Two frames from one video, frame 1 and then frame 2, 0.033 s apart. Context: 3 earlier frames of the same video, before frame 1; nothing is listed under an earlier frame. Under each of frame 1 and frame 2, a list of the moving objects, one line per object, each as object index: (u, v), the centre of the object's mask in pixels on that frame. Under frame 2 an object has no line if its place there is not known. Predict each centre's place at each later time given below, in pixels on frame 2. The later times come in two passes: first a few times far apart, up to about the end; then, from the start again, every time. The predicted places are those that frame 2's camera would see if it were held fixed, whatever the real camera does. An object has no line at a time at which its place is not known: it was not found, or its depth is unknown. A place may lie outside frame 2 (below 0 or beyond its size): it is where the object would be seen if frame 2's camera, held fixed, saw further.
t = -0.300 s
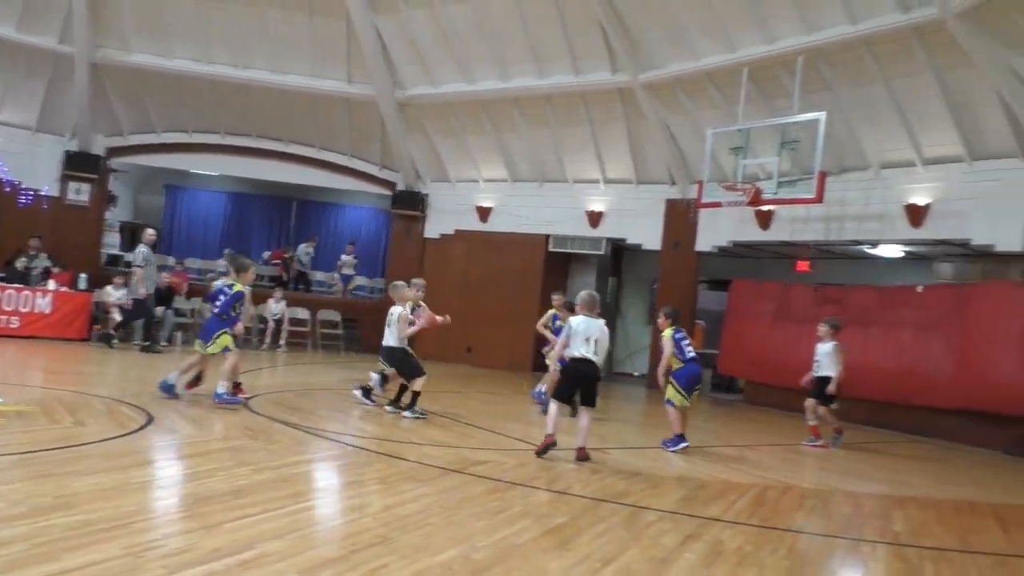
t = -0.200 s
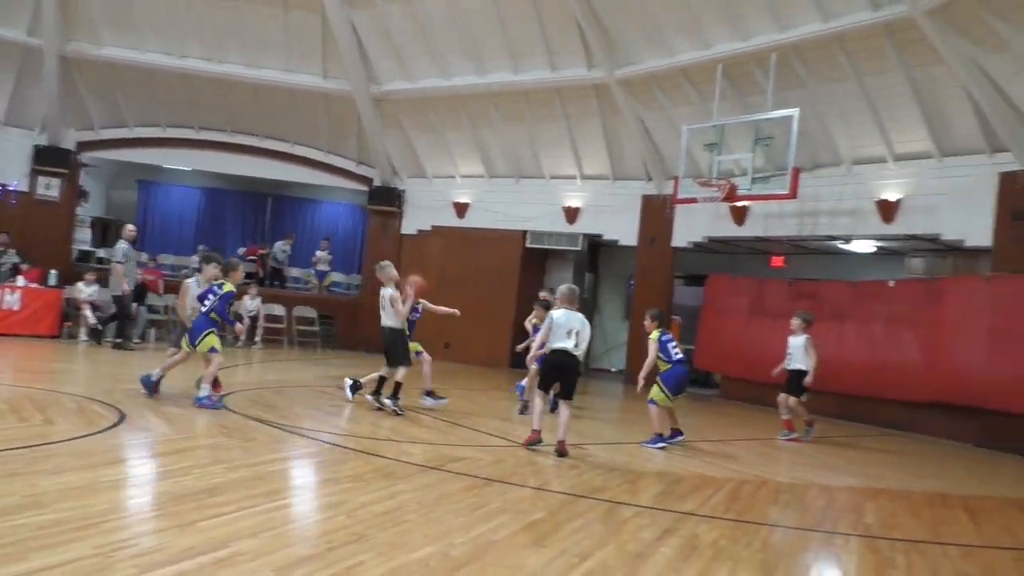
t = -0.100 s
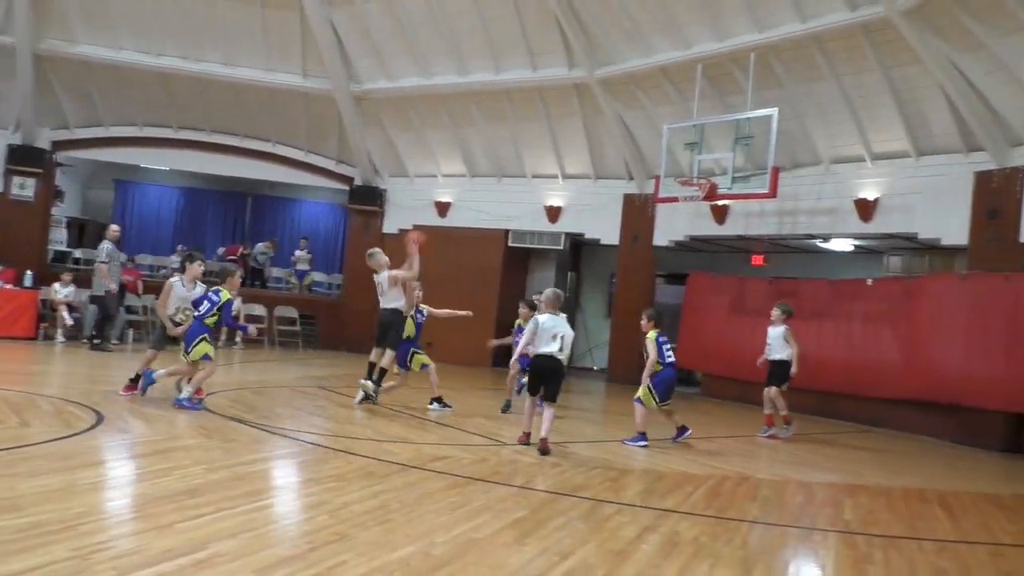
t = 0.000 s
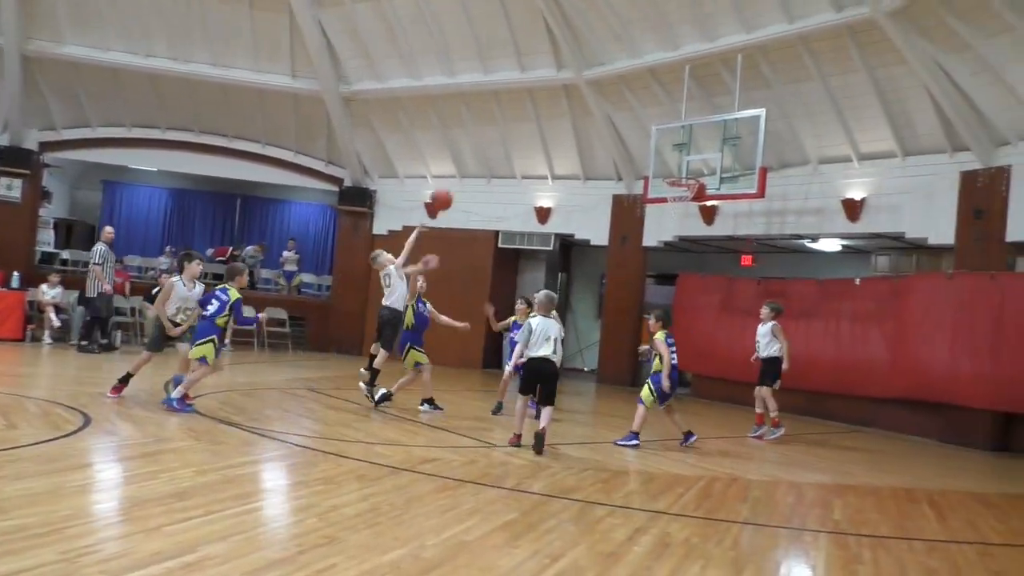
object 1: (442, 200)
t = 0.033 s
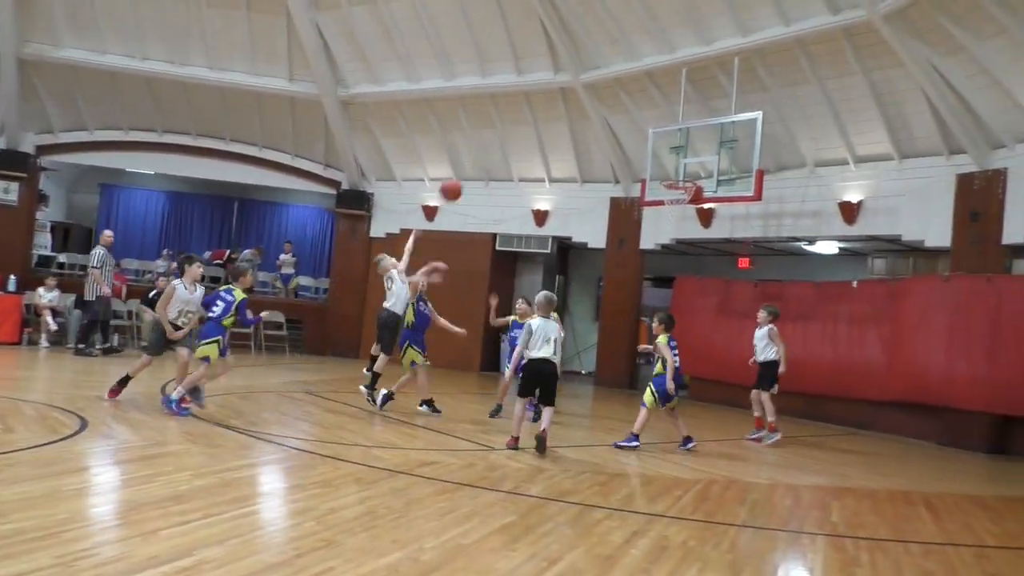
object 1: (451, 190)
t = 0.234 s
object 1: (516, 142)
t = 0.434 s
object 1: (569, 134)
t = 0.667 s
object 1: (618, 164)
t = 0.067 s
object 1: (463, 180)
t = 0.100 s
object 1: (474, 171)
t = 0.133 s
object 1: (485, 162)
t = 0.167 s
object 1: (495, 154)
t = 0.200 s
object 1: (506, 147)
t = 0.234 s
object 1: (516, 142)
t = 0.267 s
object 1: (525, 138)
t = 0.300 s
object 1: (535, 135)
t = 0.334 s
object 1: (543, 133)
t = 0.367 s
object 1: (552, 133)
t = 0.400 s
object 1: (561, 132)
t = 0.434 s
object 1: (569, 134)
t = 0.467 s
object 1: (576, 135)
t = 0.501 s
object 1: (584, 138)
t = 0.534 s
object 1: (591, 142)
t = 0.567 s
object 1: (598, 146)
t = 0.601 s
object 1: (605, 151)
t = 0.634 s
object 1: (611, 157)
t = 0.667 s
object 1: (618, 164)
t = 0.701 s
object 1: (623, 171)
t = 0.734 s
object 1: (630, 179)
